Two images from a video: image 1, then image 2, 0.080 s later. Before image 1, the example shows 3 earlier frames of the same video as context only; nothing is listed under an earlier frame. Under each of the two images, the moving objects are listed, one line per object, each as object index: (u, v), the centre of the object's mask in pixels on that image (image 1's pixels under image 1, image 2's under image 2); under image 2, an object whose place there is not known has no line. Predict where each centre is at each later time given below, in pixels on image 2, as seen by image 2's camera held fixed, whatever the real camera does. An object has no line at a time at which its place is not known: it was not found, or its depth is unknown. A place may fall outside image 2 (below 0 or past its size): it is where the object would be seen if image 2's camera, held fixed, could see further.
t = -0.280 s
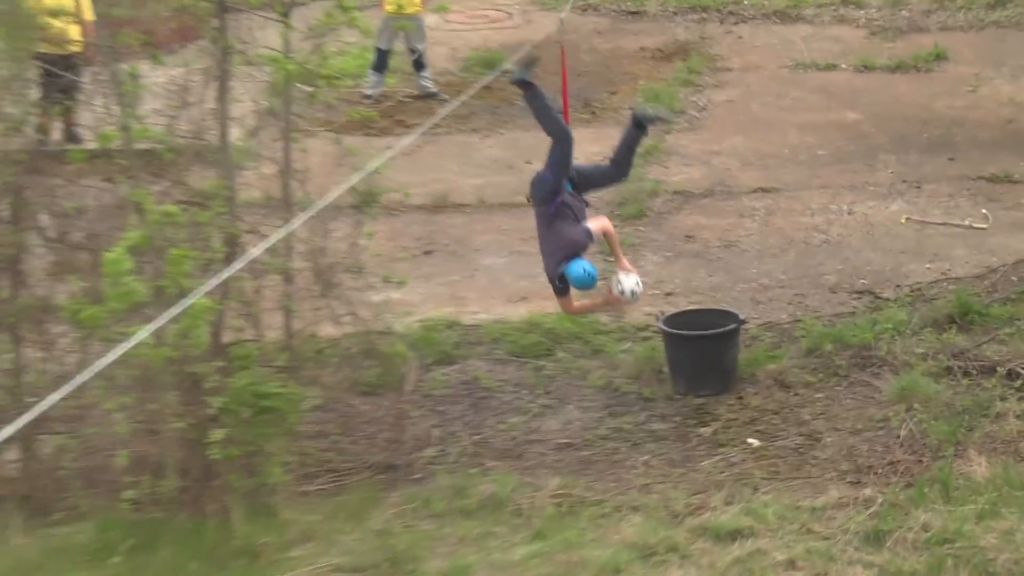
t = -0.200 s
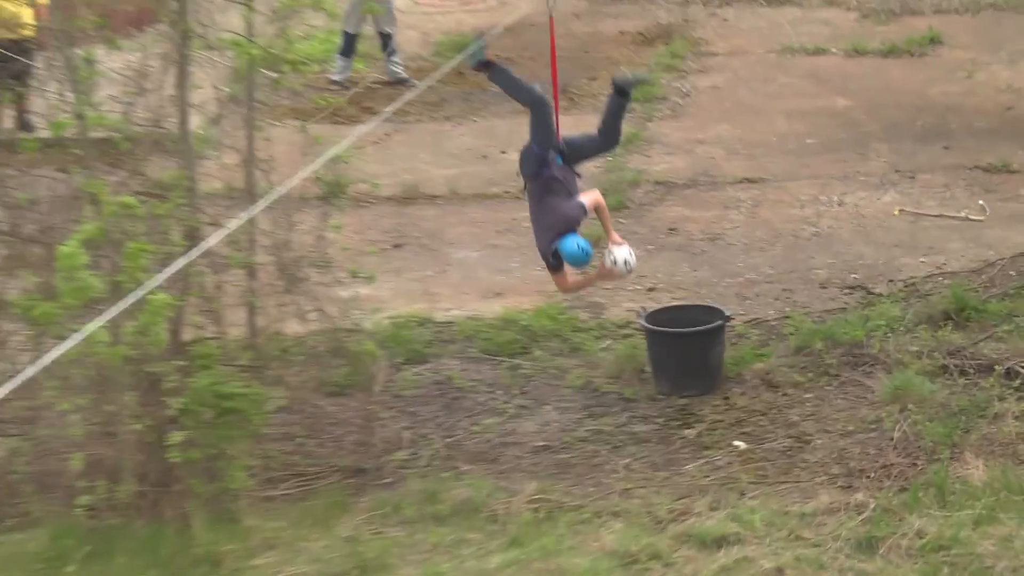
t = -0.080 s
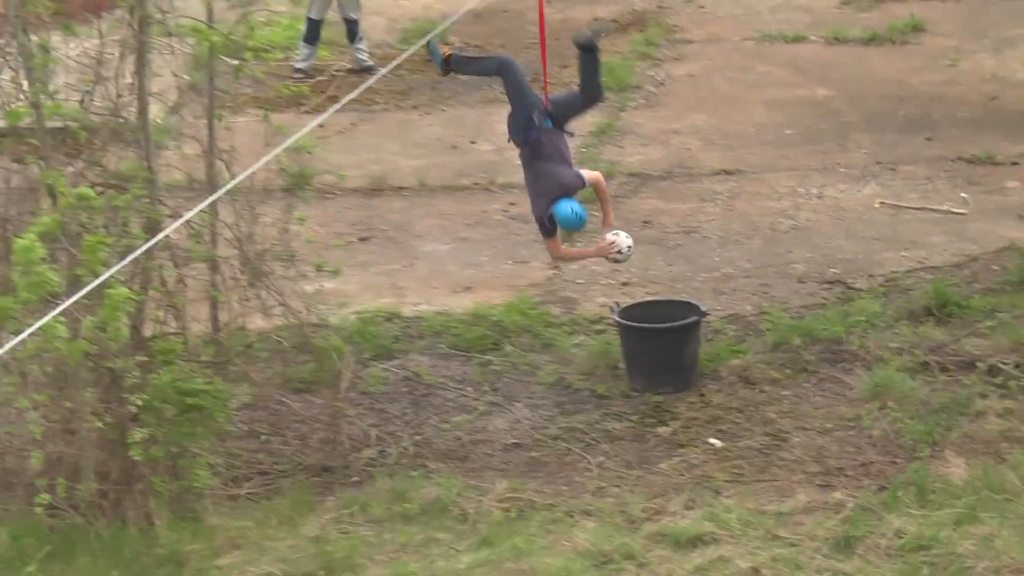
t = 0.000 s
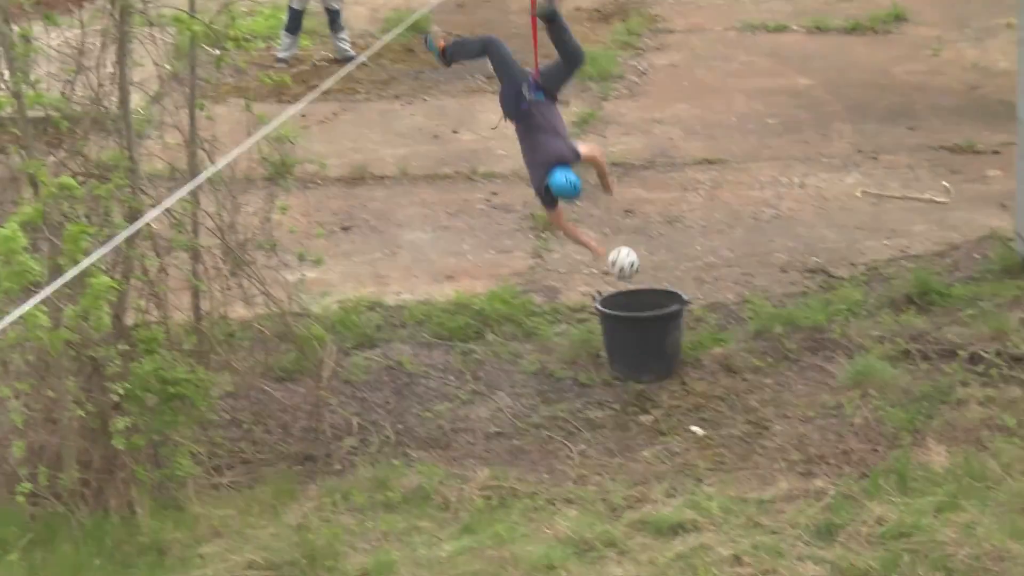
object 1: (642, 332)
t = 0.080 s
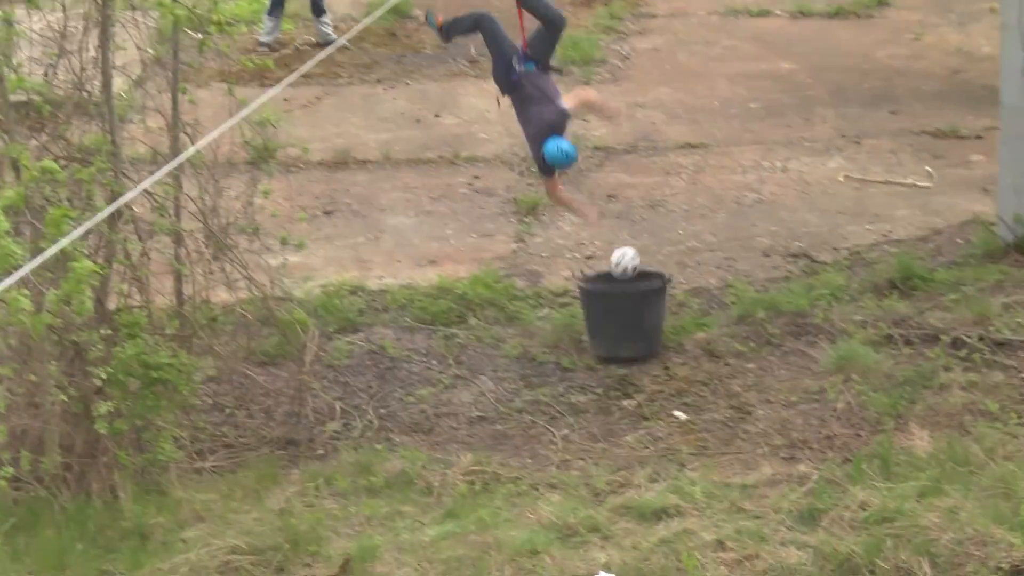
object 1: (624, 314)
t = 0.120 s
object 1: (622, 306)
